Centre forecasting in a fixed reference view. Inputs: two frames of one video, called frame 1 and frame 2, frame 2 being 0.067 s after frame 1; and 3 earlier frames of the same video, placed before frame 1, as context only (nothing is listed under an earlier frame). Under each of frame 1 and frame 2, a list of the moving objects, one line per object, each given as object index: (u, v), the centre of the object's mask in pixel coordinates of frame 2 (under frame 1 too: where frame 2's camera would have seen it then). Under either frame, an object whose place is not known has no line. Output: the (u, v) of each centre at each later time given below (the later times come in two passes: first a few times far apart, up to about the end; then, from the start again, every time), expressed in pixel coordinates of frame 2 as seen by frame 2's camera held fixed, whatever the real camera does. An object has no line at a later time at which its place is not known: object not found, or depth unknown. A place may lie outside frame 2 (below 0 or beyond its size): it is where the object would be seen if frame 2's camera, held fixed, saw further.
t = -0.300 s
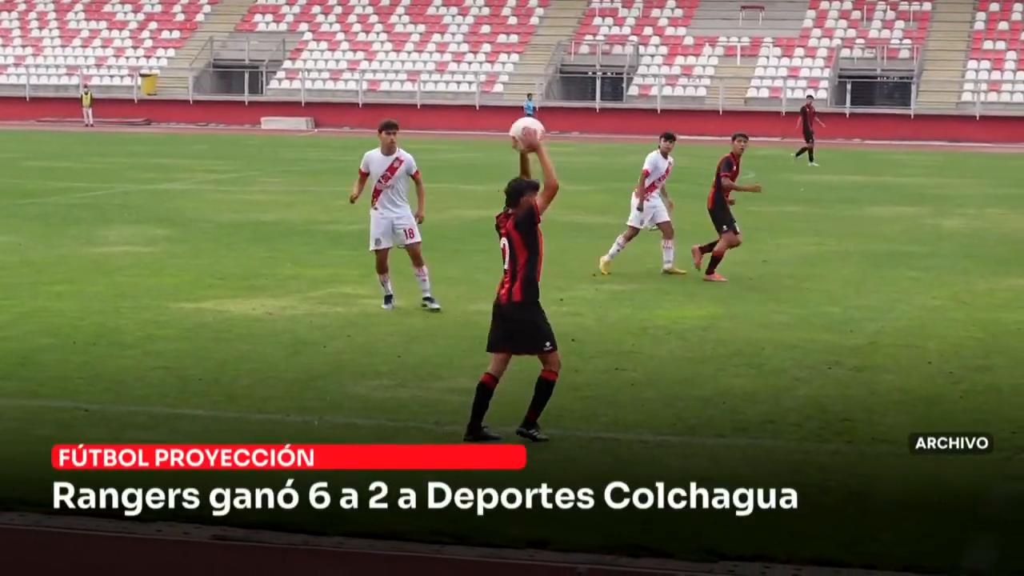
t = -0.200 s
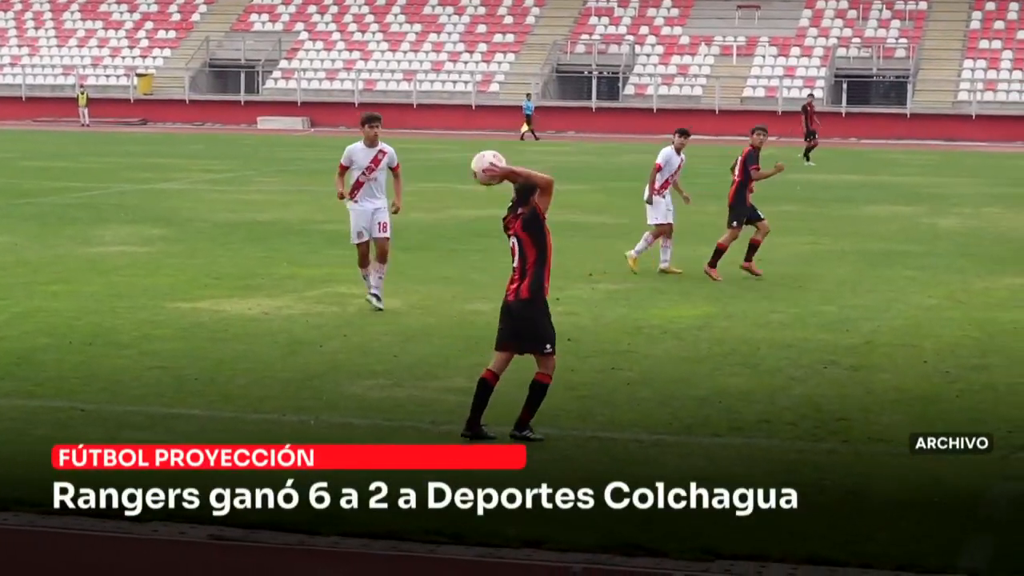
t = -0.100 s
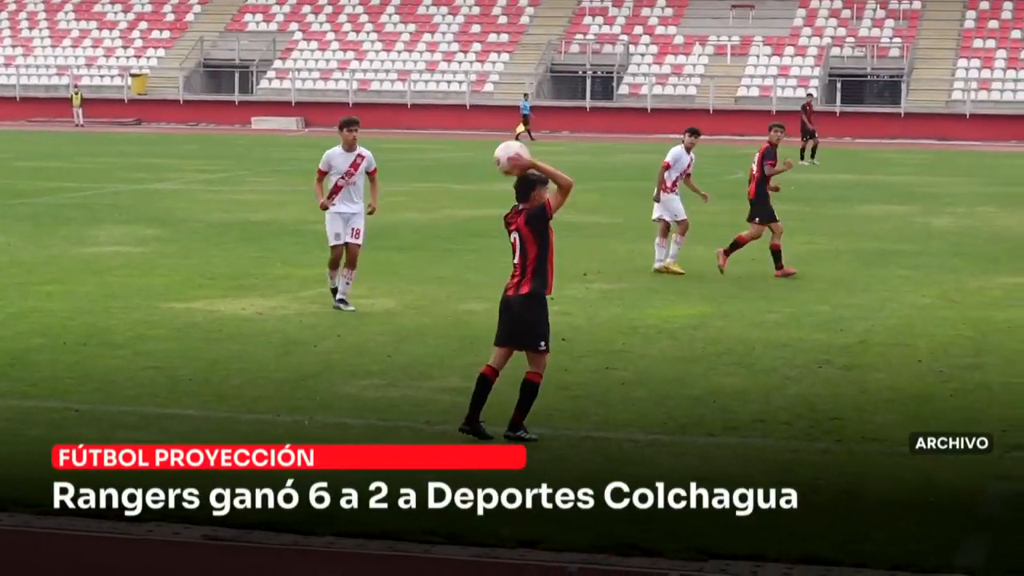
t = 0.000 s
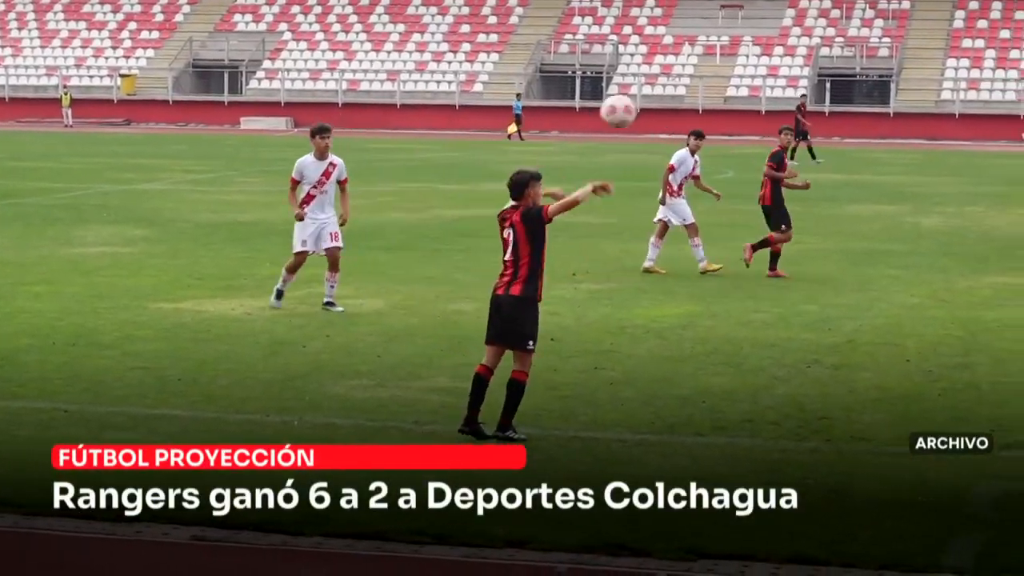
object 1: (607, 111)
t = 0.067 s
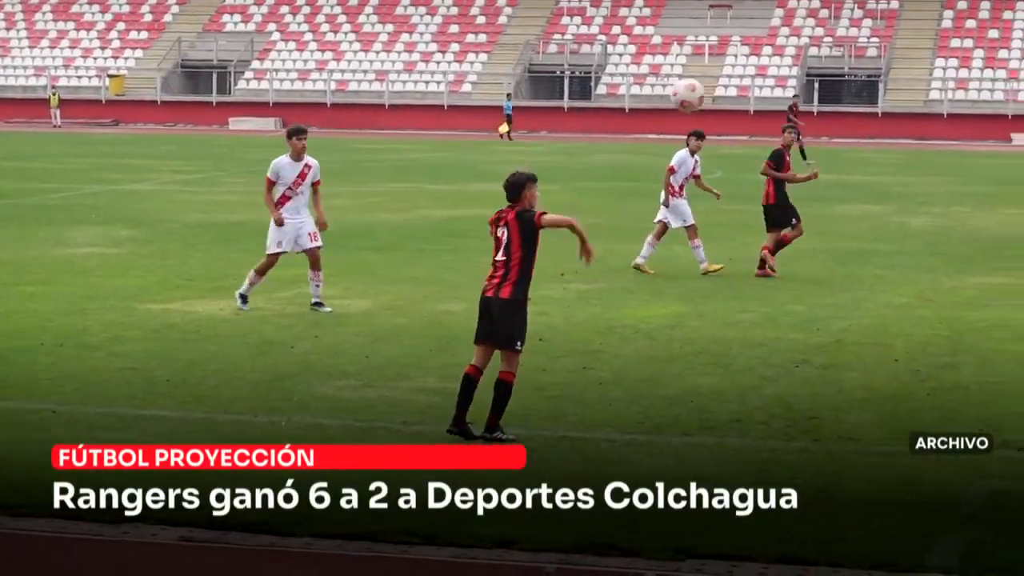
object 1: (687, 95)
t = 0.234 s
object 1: (874, 86)
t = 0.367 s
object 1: (1007, 107)
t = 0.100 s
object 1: (726, 90)
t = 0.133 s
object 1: (764, 87)
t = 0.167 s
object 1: (802, 84)
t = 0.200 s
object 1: (838, 84)
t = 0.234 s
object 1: (874, 86)
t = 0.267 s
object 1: (909, 88)
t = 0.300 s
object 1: (942, 92)
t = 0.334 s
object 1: (975, 99)
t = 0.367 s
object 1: (1007, 107)
